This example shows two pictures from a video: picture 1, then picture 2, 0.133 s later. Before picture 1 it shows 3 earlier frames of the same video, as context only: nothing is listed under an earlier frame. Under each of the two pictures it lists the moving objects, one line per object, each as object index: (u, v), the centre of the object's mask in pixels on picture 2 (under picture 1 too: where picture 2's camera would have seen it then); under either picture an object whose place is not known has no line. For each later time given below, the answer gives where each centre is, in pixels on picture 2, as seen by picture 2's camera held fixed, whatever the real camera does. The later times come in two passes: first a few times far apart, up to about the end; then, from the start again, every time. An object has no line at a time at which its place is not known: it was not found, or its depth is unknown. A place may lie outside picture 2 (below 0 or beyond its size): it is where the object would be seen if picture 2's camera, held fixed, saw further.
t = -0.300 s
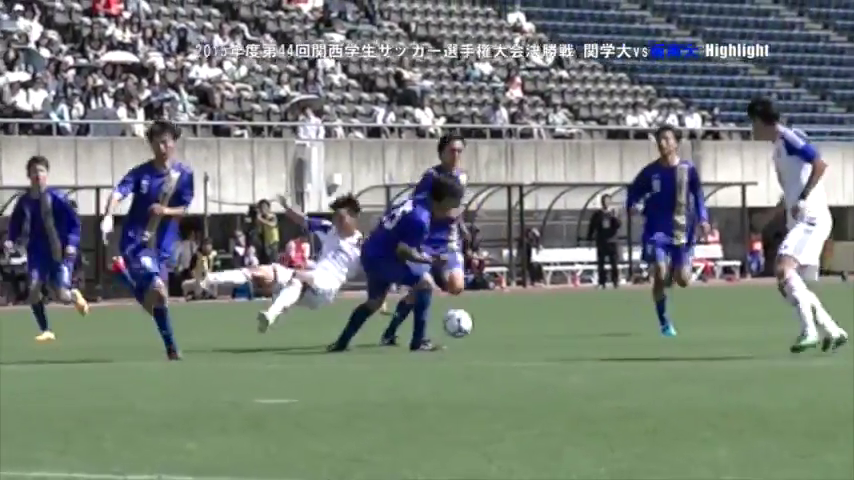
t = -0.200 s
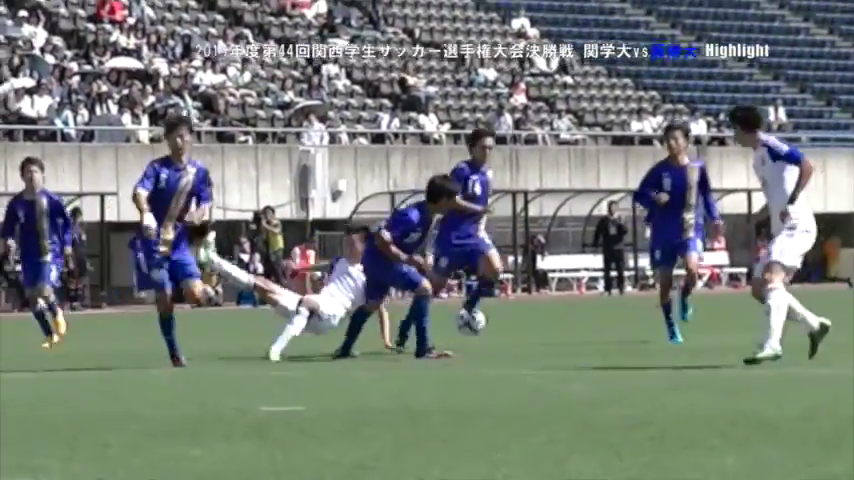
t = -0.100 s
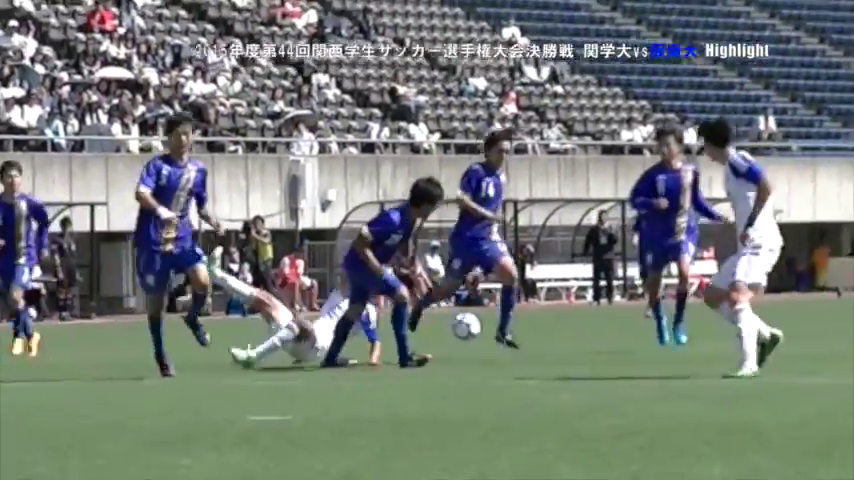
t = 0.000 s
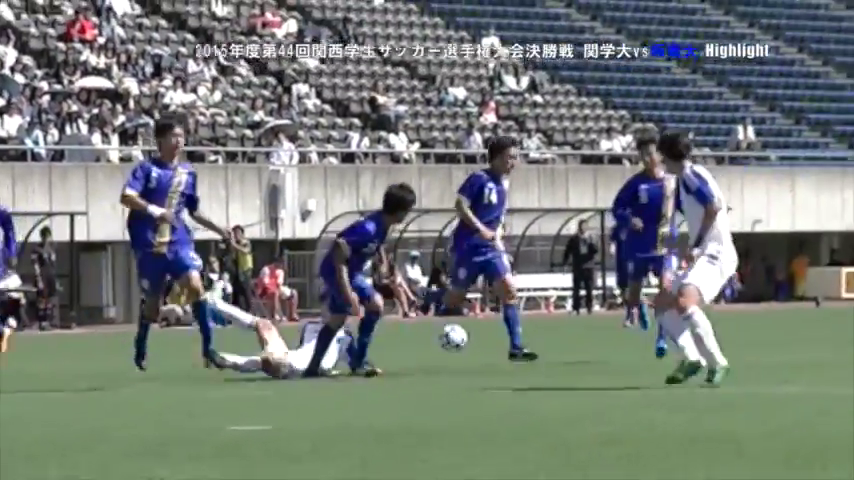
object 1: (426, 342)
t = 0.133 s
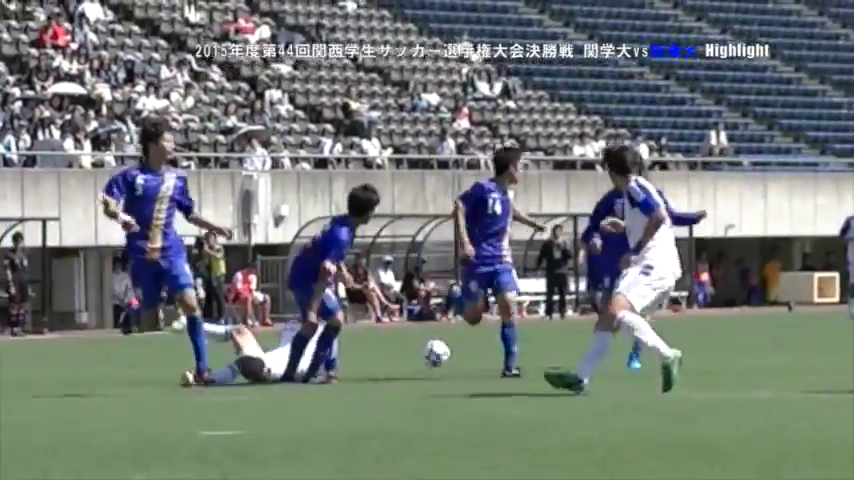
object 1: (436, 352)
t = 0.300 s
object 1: (443, 345)
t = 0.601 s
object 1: (453, 349)
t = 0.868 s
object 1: (463, 347)
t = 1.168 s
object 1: (474, 349)
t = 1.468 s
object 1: (484, 347)
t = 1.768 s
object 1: (496, 346)
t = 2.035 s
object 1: (504, 344)
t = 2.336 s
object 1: (513, 343)
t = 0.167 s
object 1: (438, 356)
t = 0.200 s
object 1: (440, 356)
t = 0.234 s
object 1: (442, 352)
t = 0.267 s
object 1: (442, 348)
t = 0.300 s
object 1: (443, 345)
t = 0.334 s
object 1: (445, 344)
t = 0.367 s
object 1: (446, 343)
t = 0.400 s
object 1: (447, 342)
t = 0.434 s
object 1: (449, 342)
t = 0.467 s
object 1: (449, 342)
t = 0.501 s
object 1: (450, 343)
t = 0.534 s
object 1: (452, 345)
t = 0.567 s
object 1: (452, 346)
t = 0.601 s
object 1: (453, 349)
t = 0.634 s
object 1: (454, 351)
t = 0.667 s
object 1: (455, 353)
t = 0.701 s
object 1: (457, 351)
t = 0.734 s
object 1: (458, 350)
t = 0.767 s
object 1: (460, 348)
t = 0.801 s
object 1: (462, 347)
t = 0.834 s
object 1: (462, 347)
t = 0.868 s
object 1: (463, 347)
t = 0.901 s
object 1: (464, 348)
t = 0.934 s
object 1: (466, 349)
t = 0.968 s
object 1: (467, 351)
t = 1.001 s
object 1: (468, 351)
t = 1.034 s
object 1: (469, 349)
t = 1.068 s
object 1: (470, 349)
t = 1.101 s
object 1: (471, 348)
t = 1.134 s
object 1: (473, 349)
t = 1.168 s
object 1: (474, 349)
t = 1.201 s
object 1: (476, 350)
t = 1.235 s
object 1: (477, 349)
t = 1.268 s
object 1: (479, 348)
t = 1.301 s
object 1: (479, 348)
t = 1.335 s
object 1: (480, 348)
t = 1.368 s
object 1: (481, 348)
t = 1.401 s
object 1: (483, 348)
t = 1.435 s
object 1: (485, 348)
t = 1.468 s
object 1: (484, 347)
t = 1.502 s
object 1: (486, 347)
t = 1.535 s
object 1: (488, 347)
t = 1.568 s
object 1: (488, 347)
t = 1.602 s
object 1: (489, 347)
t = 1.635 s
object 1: (490, 346)
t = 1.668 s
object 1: (492, 346)
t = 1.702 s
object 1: (493, 346)
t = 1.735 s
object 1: (494, 346)
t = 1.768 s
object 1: (496, 346)
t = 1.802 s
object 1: (496, 345)
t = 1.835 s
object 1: (498, 345)
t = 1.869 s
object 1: (499, 345)
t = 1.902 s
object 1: (500, 344)
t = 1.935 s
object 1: (500, 344)
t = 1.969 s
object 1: (501, 344)
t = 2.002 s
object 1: (502, 344)
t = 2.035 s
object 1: (504, 344)
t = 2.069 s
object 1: (504, 343)
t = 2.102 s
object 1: (506, 343)
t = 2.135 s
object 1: (507, 343)
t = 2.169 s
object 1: (507, 343)
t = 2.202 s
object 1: (509, 343)
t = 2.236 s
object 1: (510, 343)
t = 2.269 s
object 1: (511, 342)
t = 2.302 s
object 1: (512, 343)
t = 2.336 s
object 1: (513, 343)
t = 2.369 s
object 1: (514, 342)
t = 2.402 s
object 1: (514, 342)
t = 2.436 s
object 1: (516, 342)
